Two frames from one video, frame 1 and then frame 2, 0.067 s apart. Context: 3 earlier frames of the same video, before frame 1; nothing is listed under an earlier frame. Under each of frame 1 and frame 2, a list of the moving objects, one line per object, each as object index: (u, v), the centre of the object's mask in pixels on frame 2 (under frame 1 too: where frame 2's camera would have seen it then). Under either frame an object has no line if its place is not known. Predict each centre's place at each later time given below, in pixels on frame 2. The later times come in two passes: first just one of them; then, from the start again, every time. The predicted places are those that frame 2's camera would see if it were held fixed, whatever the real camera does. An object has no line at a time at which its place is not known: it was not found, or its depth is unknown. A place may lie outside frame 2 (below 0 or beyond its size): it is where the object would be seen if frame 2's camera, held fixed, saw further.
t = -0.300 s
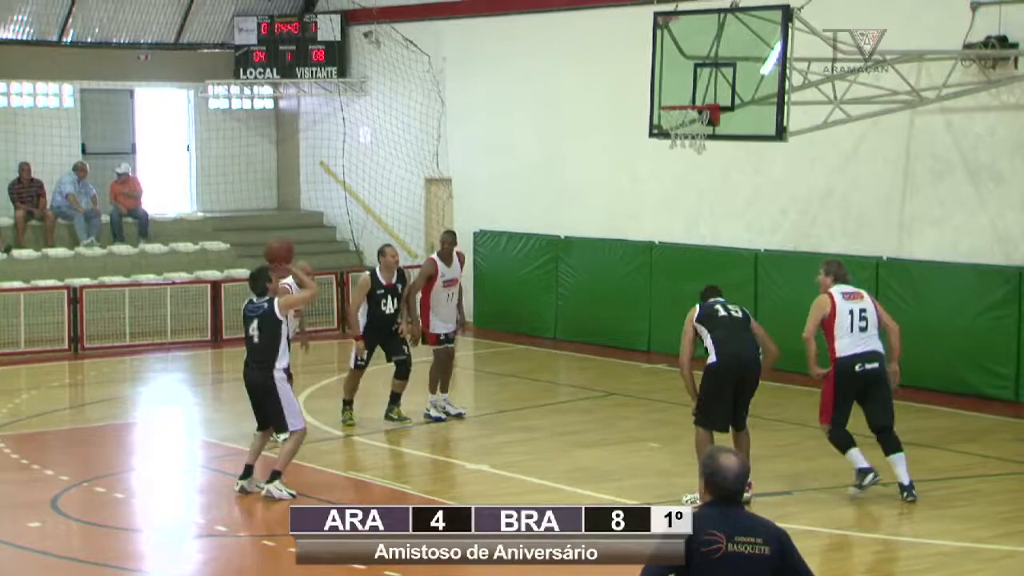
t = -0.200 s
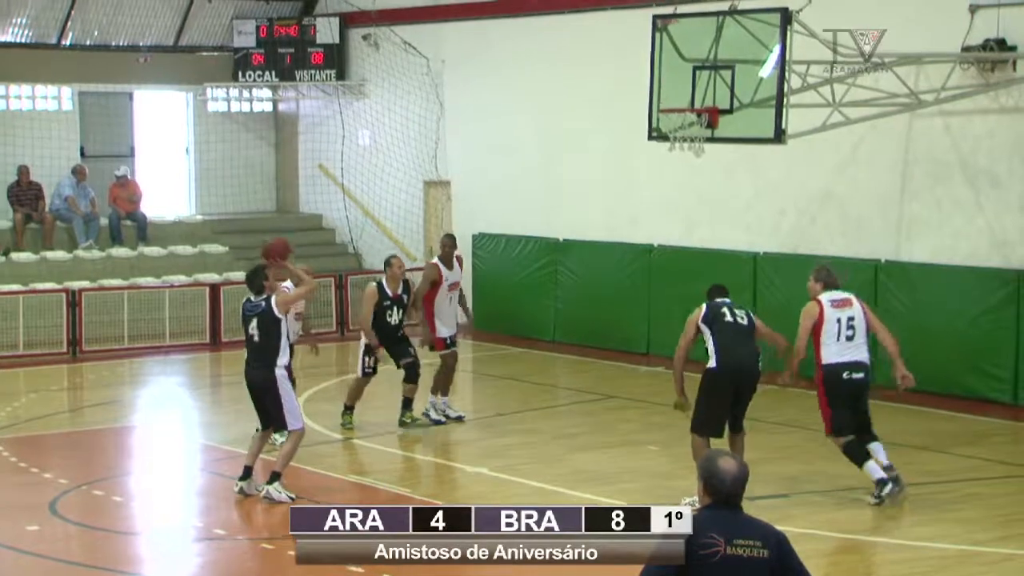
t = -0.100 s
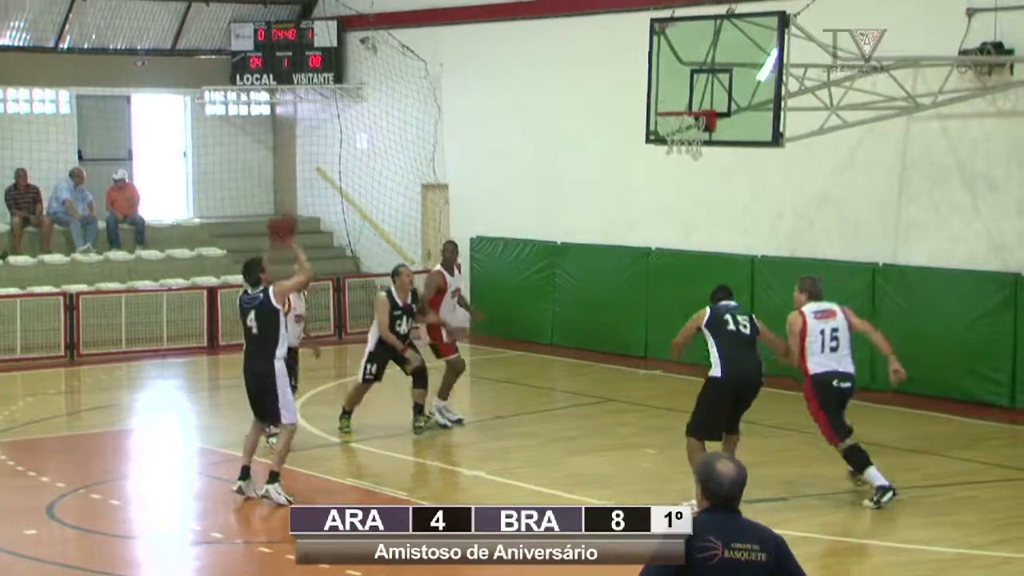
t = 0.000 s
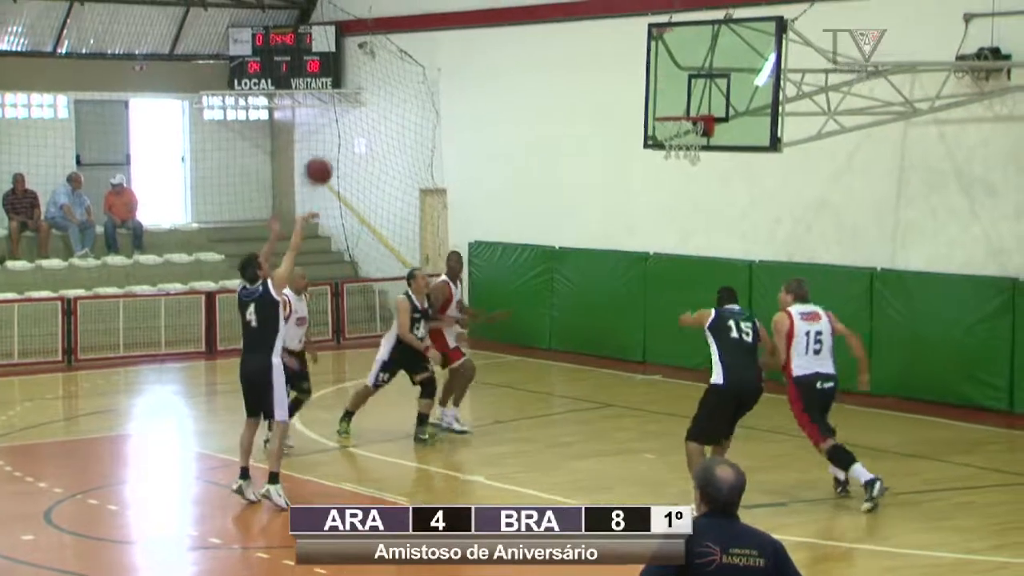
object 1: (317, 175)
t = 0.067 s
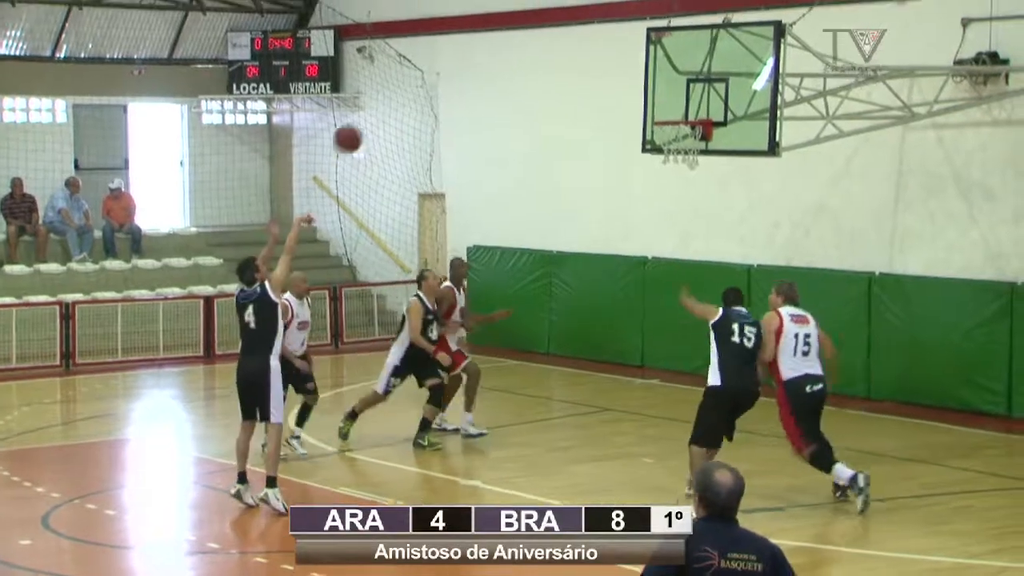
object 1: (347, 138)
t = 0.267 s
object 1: (438, 62)
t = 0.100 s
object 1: (363, 122)
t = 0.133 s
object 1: (379, 107)
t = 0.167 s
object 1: (394, 94)
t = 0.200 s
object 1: (409, 82)
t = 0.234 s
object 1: (424, 71)
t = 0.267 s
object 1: (438, 62)
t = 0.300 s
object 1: (453, 54)
